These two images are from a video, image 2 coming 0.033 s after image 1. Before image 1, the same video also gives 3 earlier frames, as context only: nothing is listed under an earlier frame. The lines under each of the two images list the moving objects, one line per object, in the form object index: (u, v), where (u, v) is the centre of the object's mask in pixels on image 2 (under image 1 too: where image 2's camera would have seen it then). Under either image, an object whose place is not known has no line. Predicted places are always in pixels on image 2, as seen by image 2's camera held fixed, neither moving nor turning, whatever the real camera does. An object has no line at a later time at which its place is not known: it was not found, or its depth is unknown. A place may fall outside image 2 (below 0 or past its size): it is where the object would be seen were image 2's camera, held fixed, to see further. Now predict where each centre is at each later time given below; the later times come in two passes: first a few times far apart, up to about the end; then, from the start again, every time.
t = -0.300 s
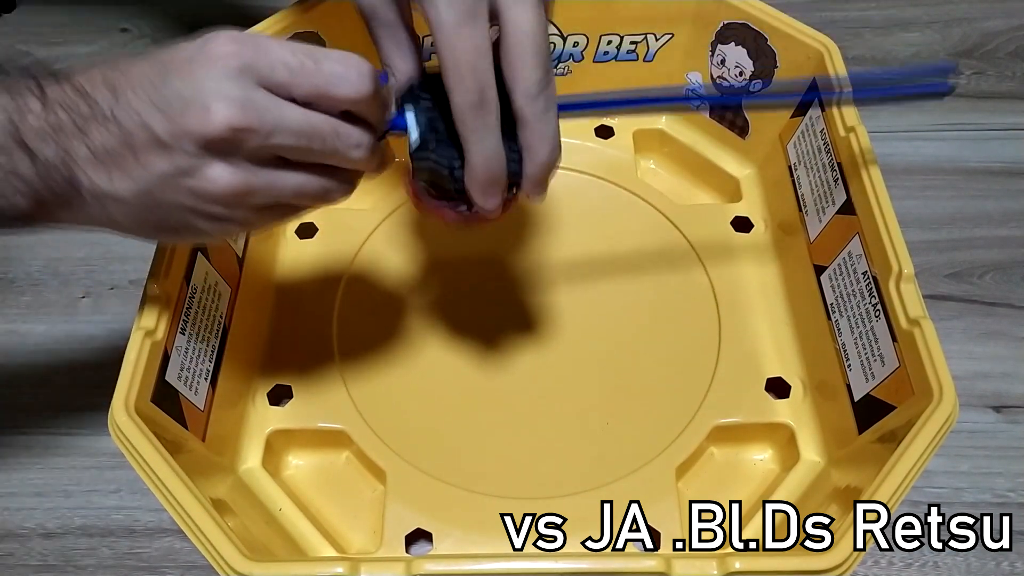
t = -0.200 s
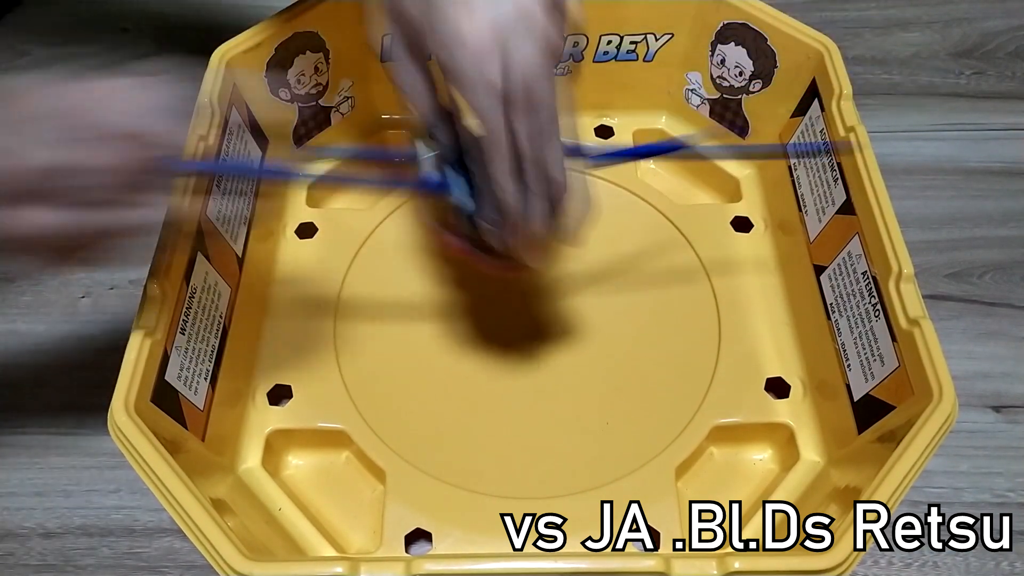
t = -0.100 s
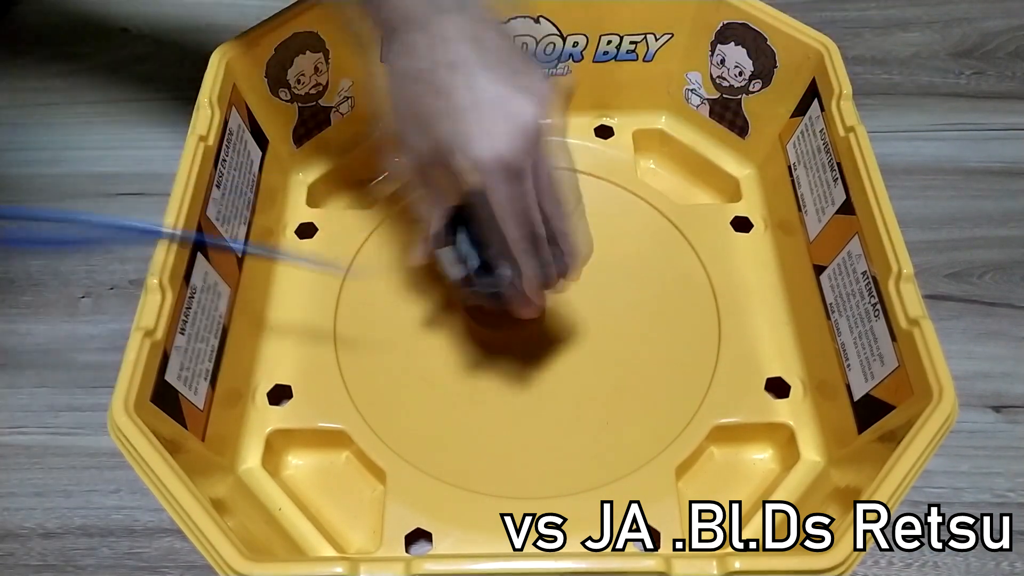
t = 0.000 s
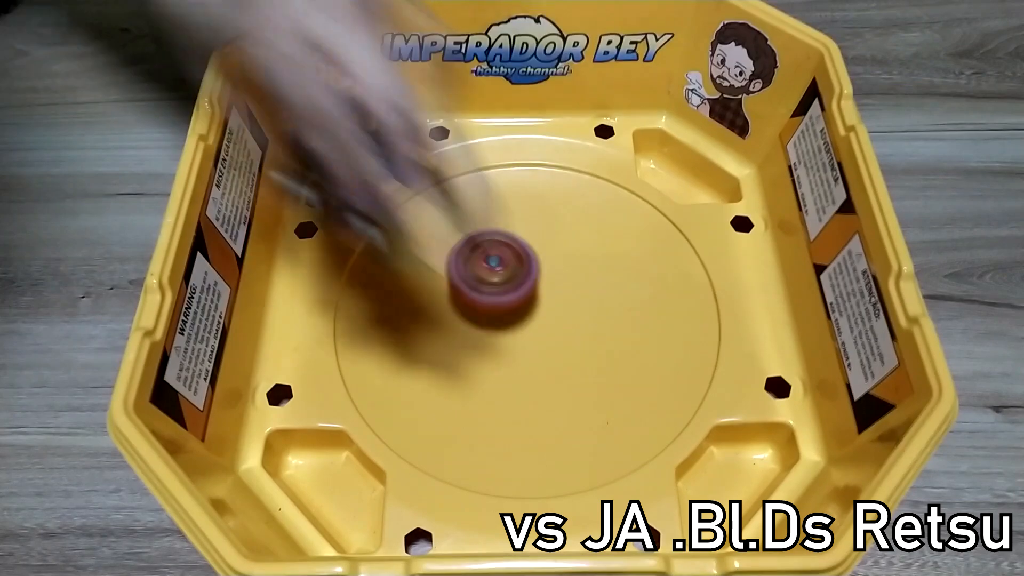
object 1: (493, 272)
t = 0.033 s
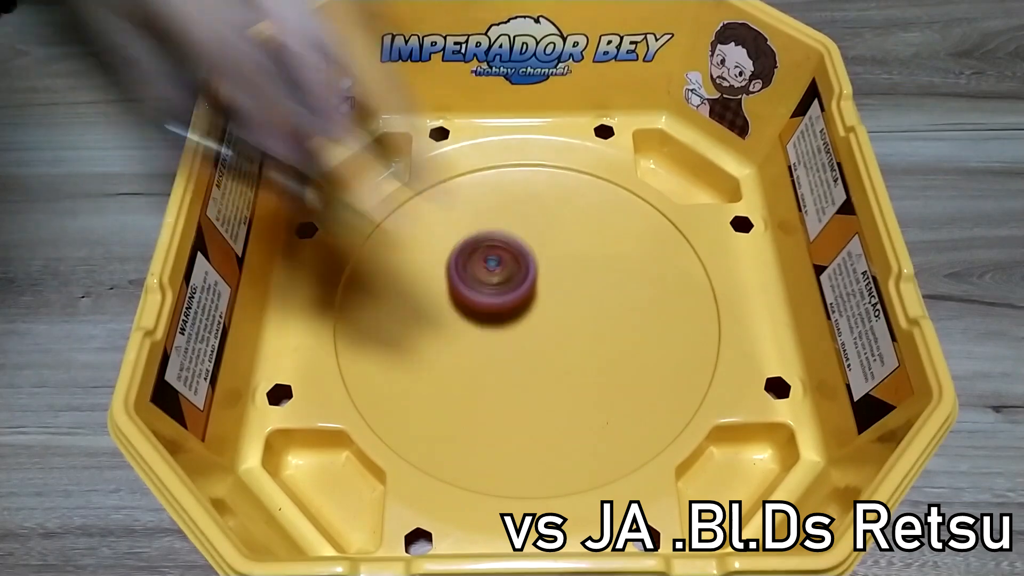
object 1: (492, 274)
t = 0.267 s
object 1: (524, 288)
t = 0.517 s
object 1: (533, 360)
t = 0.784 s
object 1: (452, 324)
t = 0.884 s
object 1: (470, 287)
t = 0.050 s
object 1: (491, 275)
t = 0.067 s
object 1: (492, 274)
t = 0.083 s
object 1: (492, 269)
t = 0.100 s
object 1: (493, 272)
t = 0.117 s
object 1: (494, 272)
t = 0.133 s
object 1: (498, 272)
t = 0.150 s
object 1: (501, 272)
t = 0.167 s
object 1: (504, 273)
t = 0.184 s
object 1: (506, 275)
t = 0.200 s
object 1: (510, 276)
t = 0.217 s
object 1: (513, 279)
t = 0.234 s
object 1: (516, 281)
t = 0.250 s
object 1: (520, 285)
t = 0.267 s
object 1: (524, 288)
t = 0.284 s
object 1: (528, 292)
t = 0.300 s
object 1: (532, 296)
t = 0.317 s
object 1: (537, 301)
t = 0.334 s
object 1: (540, 305)
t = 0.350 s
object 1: (543, 311)
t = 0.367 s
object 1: (545, 314)
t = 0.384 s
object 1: (547, 321)
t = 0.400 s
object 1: (547, 324)
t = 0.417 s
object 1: (548, 331)
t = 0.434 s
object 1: (548, 334)
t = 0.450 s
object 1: (546, 342)
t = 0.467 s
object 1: (544, 345)
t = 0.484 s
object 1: (541, 352)
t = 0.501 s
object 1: (537, 355)
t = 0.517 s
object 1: (533, 360)
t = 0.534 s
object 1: (527, 362)
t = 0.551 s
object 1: (521, 366)
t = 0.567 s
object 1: (514, 368)
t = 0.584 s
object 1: (508, 370)
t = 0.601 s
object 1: (500, 369)
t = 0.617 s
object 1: (494, 370)
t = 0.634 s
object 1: (486, 367)
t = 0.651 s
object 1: (481, 366)
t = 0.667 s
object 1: (471, 360)
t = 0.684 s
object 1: (469, 359)
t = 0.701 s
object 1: (462, 351)
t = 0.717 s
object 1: (460, 349)
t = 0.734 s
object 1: (455, 339)
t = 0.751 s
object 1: (454, 337)
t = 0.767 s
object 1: (453, 326)
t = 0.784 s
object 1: (452, 324)
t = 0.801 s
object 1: (453, 312)
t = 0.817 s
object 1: (454, 310)
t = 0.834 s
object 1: (458, 300)
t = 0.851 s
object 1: (460, 298)
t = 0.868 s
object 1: (466, 289)
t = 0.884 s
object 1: (470, 287)
